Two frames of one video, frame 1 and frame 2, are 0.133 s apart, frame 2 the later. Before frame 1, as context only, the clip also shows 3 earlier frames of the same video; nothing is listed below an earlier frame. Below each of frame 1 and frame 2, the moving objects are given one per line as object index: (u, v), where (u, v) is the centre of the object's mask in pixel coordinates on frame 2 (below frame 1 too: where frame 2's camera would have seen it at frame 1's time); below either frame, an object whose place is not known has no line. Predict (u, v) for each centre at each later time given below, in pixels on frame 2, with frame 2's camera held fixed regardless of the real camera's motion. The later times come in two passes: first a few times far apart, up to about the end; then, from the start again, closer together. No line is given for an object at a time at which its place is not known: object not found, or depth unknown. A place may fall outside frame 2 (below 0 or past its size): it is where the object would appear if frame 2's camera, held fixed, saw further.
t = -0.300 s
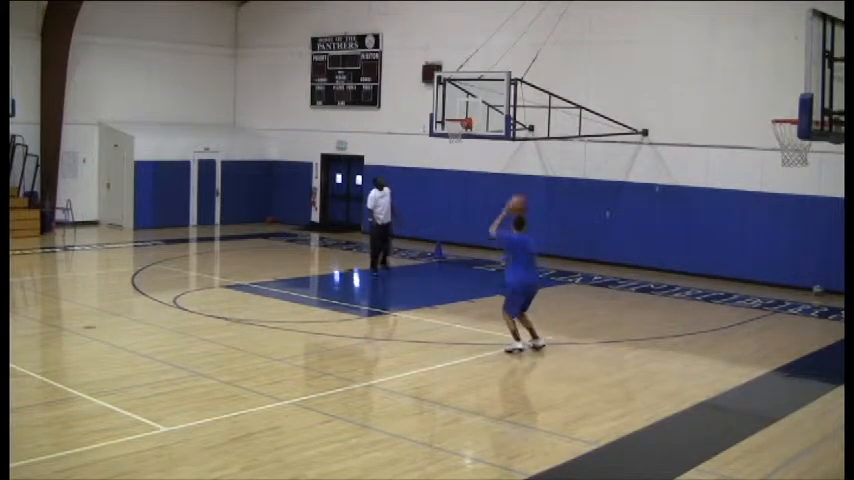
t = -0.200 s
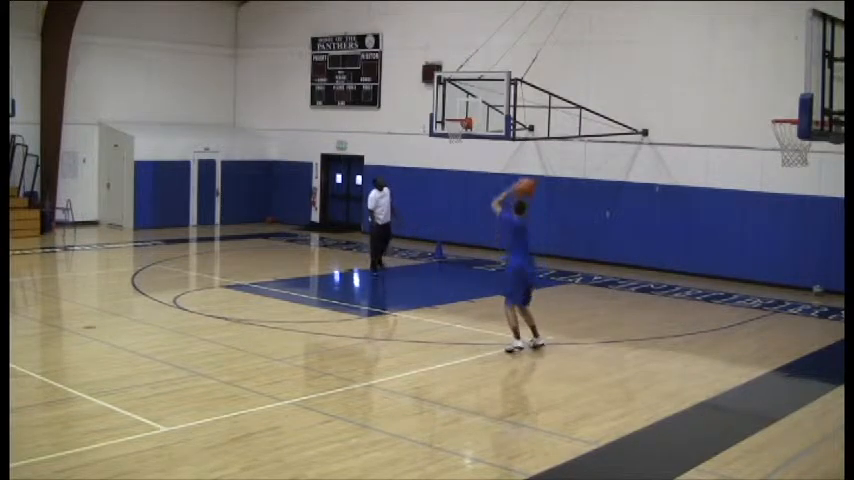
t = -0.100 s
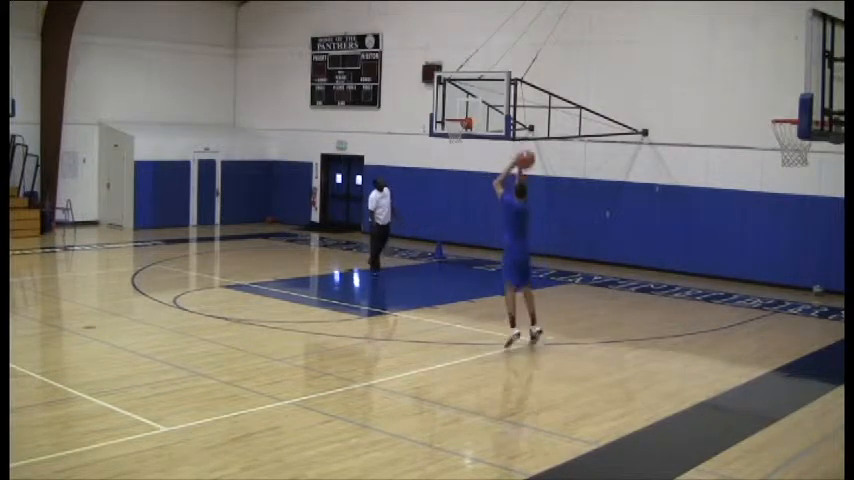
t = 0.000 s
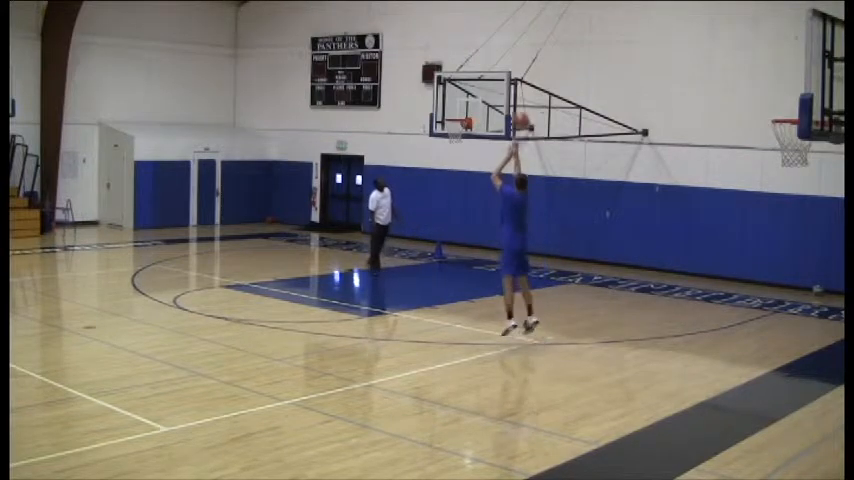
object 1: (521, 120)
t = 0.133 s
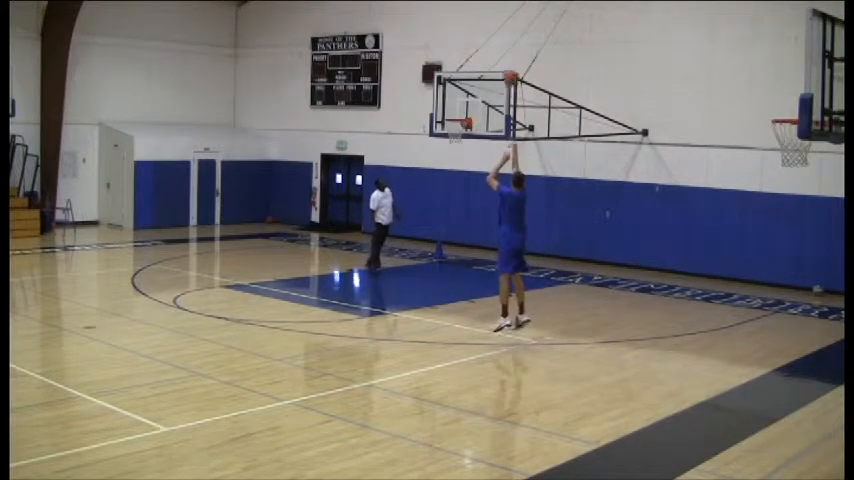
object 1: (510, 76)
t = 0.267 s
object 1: (501, 50)
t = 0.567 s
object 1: (482, 35)
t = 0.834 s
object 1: (467, 64)
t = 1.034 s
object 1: (457, 108)
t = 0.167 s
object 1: (508, 68)
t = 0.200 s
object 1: (505, 61)
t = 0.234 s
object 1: (503, 55)
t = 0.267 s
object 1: (501, 50)
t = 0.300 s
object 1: (499, 45)
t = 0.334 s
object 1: (496, 41)
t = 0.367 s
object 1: (494, 39)
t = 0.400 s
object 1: (492, 36)
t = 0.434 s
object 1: (490, 35)
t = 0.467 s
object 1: (488, 34)
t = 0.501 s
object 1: (487, 33)
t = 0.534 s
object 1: (484, 34)
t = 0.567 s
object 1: (482, 35)
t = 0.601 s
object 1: (480, 37)
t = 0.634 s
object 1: (478, 39)
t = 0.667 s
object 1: (476, 42)
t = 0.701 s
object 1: (474, 45)
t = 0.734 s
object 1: (472, 50)
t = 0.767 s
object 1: (471, 54)
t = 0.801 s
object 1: (469, 59)
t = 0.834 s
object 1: (467, 64)
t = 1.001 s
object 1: (458, 99)
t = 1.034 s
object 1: (457, 108)
